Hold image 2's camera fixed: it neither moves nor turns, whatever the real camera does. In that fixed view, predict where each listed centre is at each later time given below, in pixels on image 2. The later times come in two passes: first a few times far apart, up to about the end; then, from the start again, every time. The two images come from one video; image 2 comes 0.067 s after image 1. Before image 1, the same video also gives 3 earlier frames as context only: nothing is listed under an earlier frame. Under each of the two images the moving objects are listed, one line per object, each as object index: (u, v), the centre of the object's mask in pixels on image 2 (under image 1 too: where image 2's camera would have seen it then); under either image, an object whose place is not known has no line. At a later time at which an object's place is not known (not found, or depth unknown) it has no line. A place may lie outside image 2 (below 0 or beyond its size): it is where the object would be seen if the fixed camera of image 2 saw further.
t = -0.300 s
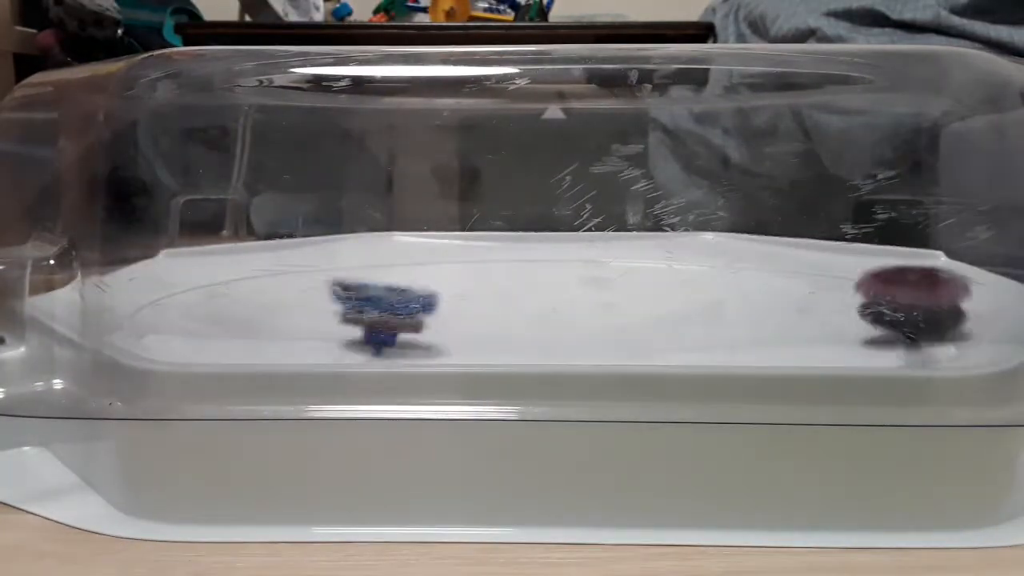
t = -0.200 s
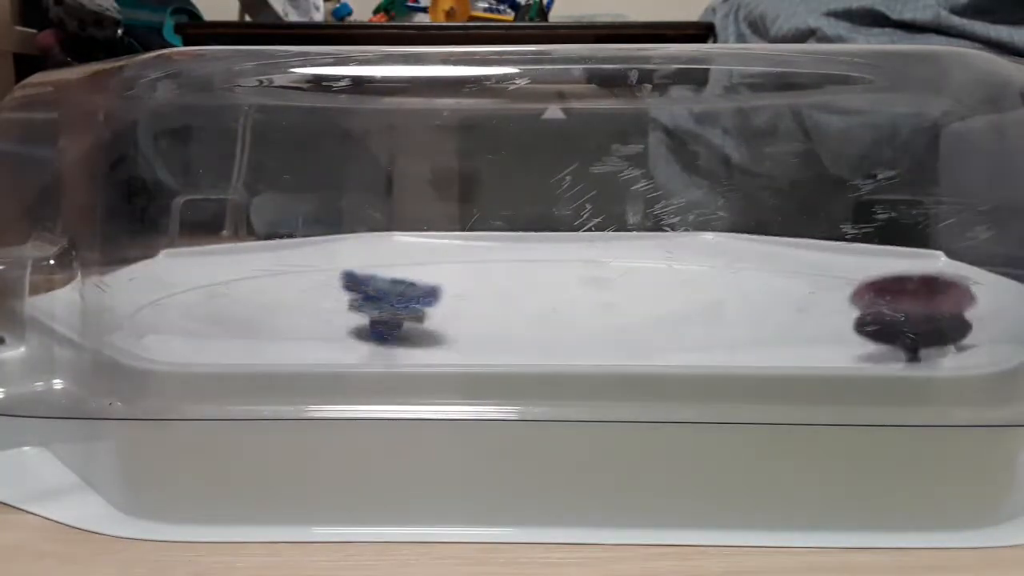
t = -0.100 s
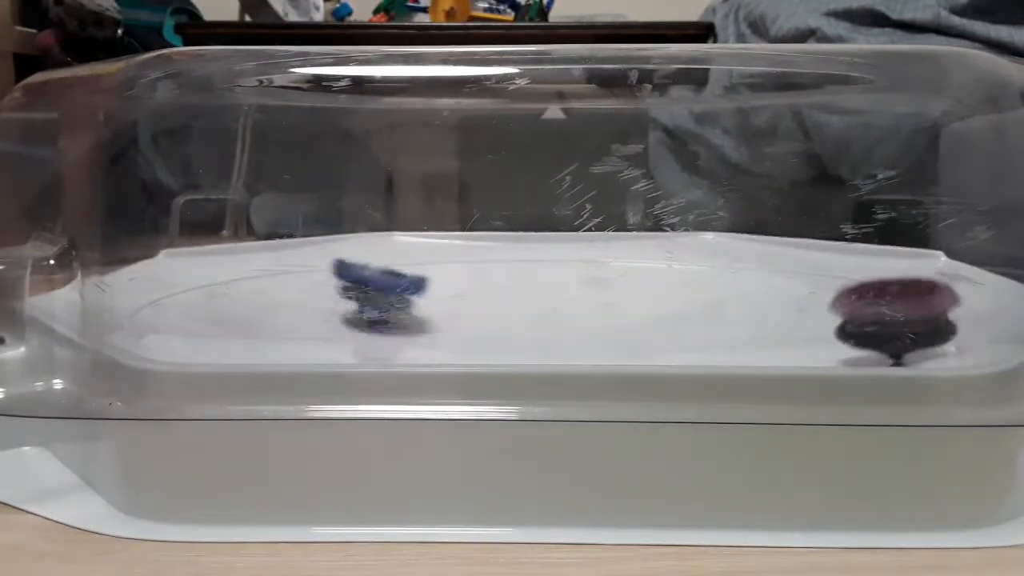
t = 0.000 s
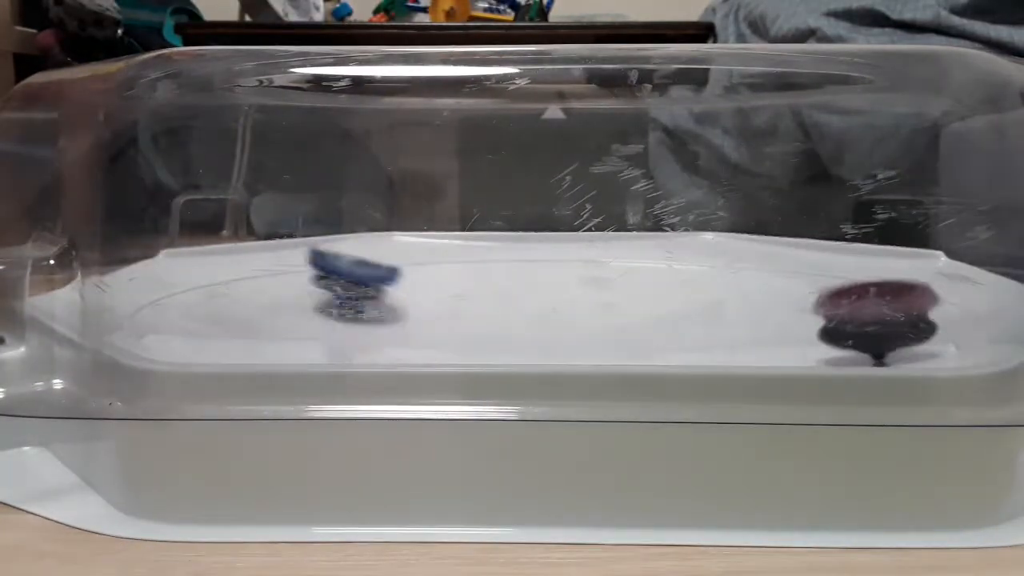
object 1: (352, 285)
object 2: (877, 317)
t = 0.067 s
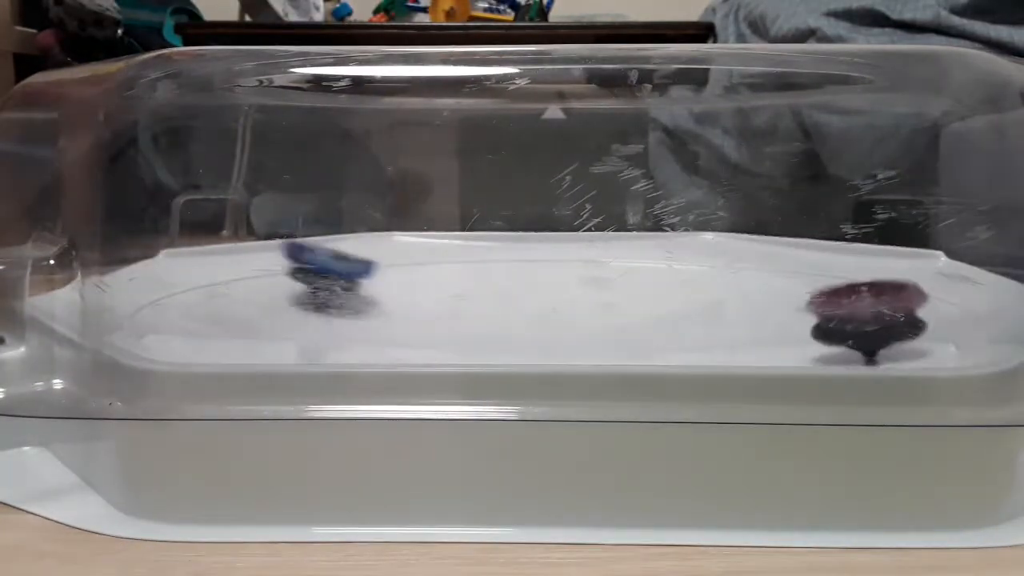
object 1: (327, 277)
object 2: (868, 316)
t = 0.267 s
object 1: (250, 251)
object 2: (841, 307)
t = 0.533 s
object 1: (277, 274)
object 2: (667, 313)
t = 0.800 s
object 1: (285, 251)
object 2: (472, 320)
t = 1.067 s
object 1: (304, 266)
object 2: (377, 324)
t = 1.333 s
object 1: (494, 299)
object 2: (429, 330)
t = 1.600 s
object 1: (665, 284)
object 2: (490, 318)
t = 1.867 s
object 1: (720, 257)
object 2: (424, 302)
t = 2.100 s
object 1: (703, 282)
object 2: (362, 300)
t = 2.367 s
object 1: (798, 304)
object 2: (432, 316)
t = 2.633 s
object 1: (950, 290)
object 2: (538, 314)
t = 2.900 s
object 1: (823, 300)
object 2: (573, 307)
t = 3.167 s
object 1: (615, 326)
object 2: (594, 292)
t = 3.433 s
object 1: (524, 330)
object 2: (644, 314)
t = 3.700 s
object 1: (526, 329)
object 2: (654, 319)
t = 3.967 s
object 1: (419, 310)
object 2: (667, 319)
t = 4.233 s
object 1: (254, 286)
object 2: (640, 320)
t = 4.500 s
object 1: (215, 289)
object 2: (567, 320)
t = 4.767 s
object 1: (416, 308)
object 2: (539, 325)
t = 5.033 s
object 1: (495, 276)
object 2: (542, 326)
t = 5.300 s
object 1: (469, 270)
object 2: (531, 325)
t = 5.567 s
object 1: (520, 276)
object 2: (509, 328)
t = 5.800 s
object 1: (554, 273)
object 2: (567, 328)
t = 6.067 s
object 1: (616, 286)
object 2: (579, 324)
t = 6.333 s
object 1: (721, 299)
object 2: (554, 321)
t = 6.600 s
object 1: (807, 297)
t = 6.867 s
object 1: (754, 304)
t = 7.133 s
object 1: (631, 320)
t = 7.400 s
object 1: (530, 327)
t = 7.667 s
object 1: (496, 322)
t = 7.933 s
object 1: (400, 315)
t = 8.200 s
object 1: (362, 299)
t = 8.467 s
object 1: (349, 292)
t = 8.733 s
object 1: (421, 303)
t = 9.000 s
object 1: (503, 297)
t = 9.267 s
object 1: (521, 296)
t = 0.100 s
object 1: (315, 273)
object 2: (864, 315)
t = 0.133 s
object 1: (301, 269)
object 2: (861, 313)
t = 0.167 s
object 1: (283, 264)
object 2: (859, 312)
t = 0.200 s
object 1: (268, 260)
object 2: (855, 310)
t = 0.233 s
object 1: (254, 253)
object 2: (849, 308)
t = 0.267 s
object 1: (250, 251)
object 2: (841, 307)
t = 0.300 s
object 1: (249, 258)
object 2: (829, 306)
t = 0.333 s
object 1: (252, 262)
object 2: (812, 307)
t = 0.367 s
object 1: (255, 268)
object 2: (792, 308)
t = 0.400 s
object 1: (258, 269)
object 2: (772, 309)
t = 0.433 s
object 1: (262, 272)
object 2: (748, 310)
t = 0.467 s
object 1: (267, 273)
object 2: (722, 309)
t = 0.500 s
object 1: (272, 275)
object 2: (696, 310)
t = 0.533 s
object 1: (277, 274)
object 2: (667, 313)
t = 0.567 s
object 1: (283, 275)
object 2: (640, 315)
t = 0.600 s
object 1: (289, 273)
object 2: (615, 316)
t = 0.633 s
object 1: (293, 269)
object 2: (586, 316)
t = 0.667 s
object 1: (297, 267)
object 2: (561, 317)
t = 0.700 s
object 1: (297, 261)
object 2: (537, 318)
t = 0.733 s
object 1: (293, 256)
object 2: (514, 318)
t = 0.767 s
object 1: (289, 258)
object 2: (492, 319)
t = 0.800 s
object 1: (285, 251)
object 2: (472, 320)
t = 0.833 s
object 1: (281, 249)
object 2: (453, 321)
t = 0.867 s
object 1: (280, 250)
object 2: (435, 321)
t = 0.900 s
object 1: (280, 251)
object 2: (420, 321)
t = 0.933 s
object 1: (281, 256)
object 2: (407, 321)
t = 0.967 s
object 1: (284, 258)
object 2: (397, 321)
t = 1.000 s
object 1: (290, 258)
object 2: (389, 322)
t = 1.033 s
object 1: (298, 264)
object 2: (382, 323)
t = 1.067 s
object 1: (304, 266)
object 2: (377, 324)
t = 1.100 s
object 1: (317, 269)
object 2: (372, 324)
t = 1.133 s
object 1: (333, 270)
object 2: (371, 325)
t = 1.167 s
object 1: (357, 271)
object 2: (373, 326)
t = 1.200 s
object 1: (380, 277)
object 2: (379, 328)
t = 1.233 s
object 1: (407, 281)
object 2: (389, 329)
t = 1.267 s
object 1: (439, 289)
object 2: (403, 329)
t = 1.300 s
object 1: (468, 295)
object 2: (417, 329)
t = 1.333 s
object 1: (494, 299)
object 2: (429, 330)
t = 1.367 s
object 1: (517, 301)
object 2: (444, 329)
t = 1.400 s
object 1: (540, 300)
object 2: (459, 328)
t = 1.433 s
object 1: (564, 299)
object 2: (470, 328)
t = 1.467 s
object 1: (587, 298)
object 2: (480, 327)
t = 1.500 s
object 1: (609, 296)
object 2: (487, 325)
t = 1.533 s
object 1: (629, 292)
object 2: (490, 323)
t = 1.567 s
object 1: (648, 288)
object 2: (491, 320)
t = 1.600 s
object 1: (665, 284)
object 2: (490, 318)
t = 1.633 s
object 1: (680, 280)
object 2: (486, 316)
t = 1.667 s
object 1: (695, 275)
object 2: (481, 313)
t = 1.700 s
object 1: (706, 272)
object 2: (475, 311)
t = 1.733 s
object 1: (714, 264)
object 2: (466, 310)
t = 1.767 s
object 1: (719, 261)
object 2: (457, 307)
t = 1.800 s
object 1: (723, 258)
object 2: (447, 305)
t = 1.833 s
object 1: (723, 257)
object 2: (436, 304)
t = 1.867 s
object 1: (720, 257)
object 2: (424, 302)
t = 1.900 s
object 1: (713, 258)
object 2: (412, 301)
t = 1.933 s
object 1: (706, 255)
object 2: (400, 299)
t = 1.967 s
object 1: (702, 260)
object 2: (390, 299)
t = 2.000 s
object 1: (698, 266)
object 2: (381, 298)
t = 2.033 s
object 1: (697, 274)
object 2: (373, 298)
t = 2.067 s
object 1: (698, 278)
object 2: (367, 299)
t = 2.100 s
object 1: (703, 282)
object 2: (362, 300)
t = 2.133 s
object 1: (711, 286)
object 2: (360, 300)
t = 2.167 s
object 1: (719, 291)
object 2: (360, 302)
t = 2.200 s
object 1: (727, 296)
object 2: (365, 305)
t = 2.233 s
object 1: (735, 301)
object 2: (371, 308)
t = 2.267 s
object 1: (747, 302)
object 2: (382, 310)
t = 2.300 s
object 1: (761, 303)
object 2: (396, 313)
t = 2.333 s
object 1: (779, 303)
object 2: (413, 314)
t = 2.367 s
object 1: (798, 304)
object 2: (432, 316)
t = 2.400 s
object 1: (821, 303)
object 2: (449, 317)
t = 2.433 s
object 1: (845, 302)
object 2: (463, 316)
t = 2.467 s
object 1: (869, 300)
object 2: (477, 316)
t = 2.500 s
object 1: (893, 298)
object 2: (493, 317)
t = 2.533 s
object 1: (915, 295)
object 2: (508, 315)
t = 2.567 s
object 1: (932, 296)
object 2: (522, 315)
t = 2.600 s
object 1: (946, 292)
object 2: (531, 315)
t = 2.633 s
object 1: (950, 290)
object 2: (538, 314)
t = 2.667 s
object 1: (950, 290)
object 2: (547, 312)
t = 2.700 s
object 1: (944, 286)
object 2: (556, 311)
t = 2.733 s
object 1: (934, 286)
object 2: (564, 309)
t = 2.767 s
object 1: (917, 288)
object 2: (568, 308)
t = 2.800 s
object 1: (897, 294)
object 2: (568, 307)
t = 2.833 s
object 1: (874, 294)
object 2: (569, 307)
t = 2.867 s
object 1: (849, 296)
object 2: (570, 307)
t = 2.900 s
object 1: (823, 300)
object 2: (573, 307)
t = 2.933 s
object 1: (794, 304)
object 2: (577, 306)
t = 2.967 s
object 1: (769, 306)
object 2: (582, 305)
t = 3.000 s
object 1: (742, 310)
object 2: (586, 306)
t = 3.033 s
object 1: (717, 313)
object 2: (586, 307)
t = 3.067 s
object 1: (692, 314)
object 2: (587, 308)
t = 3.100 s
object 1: (671, 319)
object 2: (588, 309)
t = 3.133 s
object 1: (639, 324)
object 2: (584, 301)
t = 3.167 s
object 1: (615, 326)
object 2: (594, 292)
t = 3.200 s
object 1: (599, 328)
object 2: (605, 291)
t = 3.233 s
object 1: (589, 328)
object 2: (615, 291)
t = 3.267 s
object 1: (582, 328)
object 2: (632, 305)
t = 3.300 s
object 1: (551, 329)
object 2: (634, 310)
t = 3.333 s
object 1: (541, 329)
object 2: (638, 311)
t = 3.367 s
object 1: (532, 330)
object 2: (640, 312)
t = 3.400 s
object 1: (527, 330)
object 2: (642, 313)
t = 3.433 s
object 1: (524, 330)
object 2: (644, 314)
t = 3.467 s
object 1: (524, 330)
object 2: (648, 315)
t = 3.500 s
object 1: (526, 330)
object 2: (653, 316)
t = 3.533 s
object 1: (529, 330)
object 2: (660, 317)
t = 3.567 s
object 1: (532, 330)
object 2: (665, 317)
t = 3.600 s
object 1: (533, 330)
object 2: (666, 317)
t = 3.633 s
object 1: (532, 329)
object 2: (664, 318)
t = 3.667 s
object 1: (531, 329)
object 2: (660, 319)
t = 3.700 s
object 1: (526, 329)
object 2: (654, 319)
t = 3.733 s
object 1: (518, 328)
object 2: (652, 319)
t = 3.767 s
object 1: (510, 327)
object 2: (652, 319)
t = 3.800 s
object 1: (499, 326)
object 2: (654, 319)
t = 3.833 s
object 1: (486, 323)
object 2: (658, 321)
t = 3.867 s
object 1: (472, 322)
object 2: (663, 320)
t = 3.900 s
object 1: (456, 318)
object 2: (667, 320)
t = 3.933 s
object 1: (437, 314)
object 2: (668, 319)
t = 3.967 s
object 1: (419, 310)
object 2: (667, 319)
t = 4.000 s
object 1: (400, 310)
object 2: (664, 319)
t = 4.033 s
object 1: (380, 306)
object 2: (660, 319)
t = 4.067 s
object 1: (359, 301)
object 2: (656, 319)
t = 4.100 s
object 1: (336, 298)
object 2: (652, 319)
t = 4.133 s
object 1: (316, 295)
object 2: (648, 319)
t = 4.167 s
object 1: (297, 291)
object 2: (645, 319)
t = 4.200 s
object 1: (275, 289)
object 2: (643, 319)
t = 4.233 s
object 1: (254, 286)
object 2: (640, 320)
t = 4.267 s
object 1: (238, 287)
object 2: (633, 322)
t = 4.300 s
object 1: (223, 286)
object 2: (623, 323)
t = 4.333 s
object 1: (209, 280)
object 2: (612, 323)
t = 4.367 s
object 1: (203, 282)
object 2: (600, 323)
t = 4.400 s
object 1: (198, 282)
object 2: (589, 322)
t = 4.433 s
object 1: (198, 283)
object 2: (579, 321)
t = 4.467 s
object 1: (203, 286)
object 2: (572, 320)
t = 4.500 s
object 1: (215, 289)
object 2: (567, 320)
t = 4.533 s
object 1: (234, 294)
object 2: (561, 321)
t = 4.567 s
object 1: (254, 296)
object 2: (555, 320)
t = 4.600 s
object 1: (281, 300)
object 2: (549, 321)
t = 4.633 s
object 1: (306, 301)
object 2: (545, 323)
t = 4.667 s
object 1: (336, 303)
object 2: (542, 324)
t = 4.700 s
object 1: (363, 305)
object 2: (540, 324)
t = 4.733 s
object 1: (390, 307)
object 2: (539, 325)
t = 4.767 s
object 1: (416, 308)
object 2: (539, 325)
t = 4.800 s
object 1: (437, 307)
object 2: (539, 326)
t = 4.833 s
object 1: (455, 304)
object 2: (540, 326)
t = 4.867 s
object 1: (467, 300)
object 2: (540, 326)
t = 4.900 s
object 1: (476, 296)
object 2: (539, 326)
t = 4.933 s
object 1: (485, 290)
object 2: (540, 326)
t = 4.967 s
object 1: (490, 285)
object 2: (540, 326)
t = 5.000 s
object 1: (494, 280)
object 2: (541, 326)
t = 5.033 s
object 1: (495, 276)
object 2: (542, 326)
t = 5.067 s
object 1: (493, 273)
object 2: (542, 326)
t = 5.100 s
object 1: (491, 270)
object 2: (541, 326)
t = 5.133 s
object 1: (488, 268)
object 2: (541, 325)
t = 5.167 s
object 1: (485, 268)
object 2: (540, 325)
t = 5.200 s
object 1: (481, 268)
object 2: (539, 325)
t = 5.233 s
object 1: (477, 268)
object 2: (537, 325)
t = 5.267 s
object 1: (473, 269)
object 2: (535, 325)
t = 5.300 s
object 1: (469, 270)
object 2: (531, 325)
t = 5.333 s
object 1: (467, 274)
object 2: (526, 323)
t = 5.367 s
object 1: (468, 276)
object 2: (521, 323)
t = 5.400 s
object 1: (472, 279)
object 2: (517, 321)
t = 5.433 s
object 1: (479, 280)
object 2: (512, 322)
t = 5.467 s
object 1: (491, 279)
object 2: (510, 323)
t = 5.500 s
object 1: (504, 278)
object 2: (509, 324)
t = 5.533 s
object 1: (513, 277)
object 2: (508, 327)
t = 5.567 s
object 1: (520, 276)
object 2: (509, 328)
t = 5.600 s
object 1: (526, 276)
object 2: (513, 329)
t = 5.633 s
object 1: (532, 274)
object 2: (521, 329)
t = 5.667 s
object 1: (536, 273)
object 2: (532, 329)
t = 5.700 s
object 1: (540, 273)
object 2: (543, 329)
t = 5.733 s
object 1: (545, 272)
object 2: (552, 329)
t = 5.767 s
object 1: (549, 272)
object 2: (560, 329)
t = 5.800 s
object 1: (554, 273)
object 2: (567, 328)
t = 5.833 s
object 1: (559, 274)
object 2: (572, 328)
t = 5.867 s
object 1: (565, 275)
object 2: (576, 328)
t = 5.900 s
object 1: (571, 276)
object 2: (578, 328)
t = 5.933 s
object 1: (577, 277)
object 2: (579, 327)
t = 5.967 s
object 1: (584, 279)
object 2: (580, 327)
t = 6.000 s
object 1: (592, 280)
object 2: (582, 326)
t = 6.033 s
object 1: (602, 283)
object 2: (582, 325)
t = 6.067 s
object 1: (616, 286)
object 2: (579, 324)
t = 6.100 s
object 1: (631, 294)
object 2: (579, 324)
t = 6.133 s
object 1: (643, 300)
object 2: (571, 323)
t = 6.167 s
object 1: (656, 300)
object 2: (566, 323)
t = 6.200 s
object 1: (670, 300)
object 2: (562, 323)
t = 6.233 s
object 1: (684, 298)
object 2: (559, 323)
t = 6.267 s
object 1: (697, 299)
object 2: (557, 322)
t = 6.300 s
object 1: (709, 299)
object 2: (555, 323)
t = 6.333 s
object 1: (721, 299)
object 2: (554, 321)
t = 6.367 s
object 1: (733, 301)
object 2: (552, 322)
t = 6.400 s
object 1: (746, 301)
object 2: (552, 321)
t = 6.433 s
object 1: (759, 301)
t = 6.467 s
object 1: (771, 301)
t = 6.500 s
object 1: (781, 300)
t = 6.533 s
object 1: (791, 300)
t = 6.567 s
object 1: (801, 298)
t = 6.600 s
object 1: (807, 297)
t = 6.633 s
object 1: (811, 297)
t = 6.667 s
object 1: (811, 296)
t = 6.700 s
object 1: (808, 296)
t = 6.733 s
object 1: (801, 297)
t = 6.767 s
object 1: (791, 298)
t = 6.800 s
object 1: (780, 299)
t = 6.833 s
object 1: (768, 301)
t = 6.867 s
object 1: (754, 304)
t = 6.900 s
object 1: (739, 306)
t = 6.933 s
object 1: (724, 308)
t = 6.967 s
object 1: (709, 309)
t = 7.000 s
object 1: (694, 311)
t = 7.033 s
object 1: (678, 313)
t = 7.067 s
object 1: (663, 317)
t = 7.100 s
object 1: (647, 318)
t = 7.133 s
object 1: (631, 320)
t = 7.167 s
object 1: (615, 322)
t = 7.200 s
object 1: (602, 323)
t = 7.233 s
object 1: (592, 325)
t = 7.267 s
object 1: (583, 326)
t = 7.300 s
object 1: (572, 327)
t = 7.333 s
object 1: (559, 329)
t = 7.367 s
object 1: (537, 328)
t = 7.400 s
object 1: (530, 327)
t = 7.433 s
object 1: (526, 328)
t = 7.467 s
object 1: (520, 328)
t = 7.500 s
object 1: (513, 328)
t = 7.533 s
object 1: (508, 322)
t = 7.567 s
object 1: (501, 328)
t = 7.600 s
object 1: (498, 328)
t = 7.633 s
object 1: (492, 326)
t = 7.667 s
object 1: (496, 322)
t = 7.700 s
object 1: (494, 322)
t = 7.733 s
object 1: (491, 320)
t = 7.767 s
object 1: (447, 321)
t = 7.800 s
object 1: (436, 320)
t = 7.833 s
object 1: (425, 318)
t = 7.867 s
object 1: (416, 317)
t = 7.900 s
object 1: (407, 316)
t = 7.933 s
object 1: (400, 315)
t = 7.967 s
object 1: (392, 313)
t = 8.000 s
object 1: (387, 312)
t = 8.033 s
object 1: (382, 310)
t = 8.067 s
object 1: (378, 309)
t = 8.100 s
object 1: (373, 307)
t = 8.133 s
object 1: (369, 305)
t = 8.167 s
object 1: (365, 301)
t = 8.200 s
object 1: (362, 299)
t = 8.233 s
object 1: (358, 298)
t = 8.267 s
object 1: (355, 297)
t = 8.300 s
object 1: (352, 295)
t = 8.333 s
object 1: (349, 294)
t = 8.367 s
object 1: (347, 293)
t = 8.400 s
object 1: (347, 292)
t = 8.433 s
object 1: (347, 292)
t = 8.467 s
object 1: (349, 292)
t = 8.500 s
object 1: (352, 293)
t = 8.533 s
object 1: (357, 293)
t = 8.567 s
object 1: (363, 293)
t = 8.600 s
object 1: (371, 294)
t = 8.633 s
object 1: (381, 297)
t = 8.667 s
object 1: (393, 301)
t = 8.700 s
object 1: (406, 302)
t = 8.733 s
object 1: (421, 303)
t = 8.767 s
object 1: (436, 304)
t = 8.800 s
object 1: (451, 305)
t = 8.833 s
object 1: (464, 304)
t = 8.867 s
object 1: (473, 303)
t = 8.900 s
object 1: (482, 302)
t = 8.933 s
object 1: (492, 303)
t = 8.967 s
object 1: (498, 300)
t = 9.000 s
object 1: (503, 297)
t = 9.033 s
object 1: (505, 295)
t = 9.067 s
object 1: (507, 294)
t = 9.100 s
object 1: (509, 293)
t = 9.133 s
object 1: (511, 293)
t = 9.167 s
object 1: (513, 292)
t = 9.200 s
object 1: (515, 293)
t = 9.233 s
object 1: (518, 294)
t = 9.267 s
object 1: (521, 296)
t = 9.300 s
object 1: (522, 295)
